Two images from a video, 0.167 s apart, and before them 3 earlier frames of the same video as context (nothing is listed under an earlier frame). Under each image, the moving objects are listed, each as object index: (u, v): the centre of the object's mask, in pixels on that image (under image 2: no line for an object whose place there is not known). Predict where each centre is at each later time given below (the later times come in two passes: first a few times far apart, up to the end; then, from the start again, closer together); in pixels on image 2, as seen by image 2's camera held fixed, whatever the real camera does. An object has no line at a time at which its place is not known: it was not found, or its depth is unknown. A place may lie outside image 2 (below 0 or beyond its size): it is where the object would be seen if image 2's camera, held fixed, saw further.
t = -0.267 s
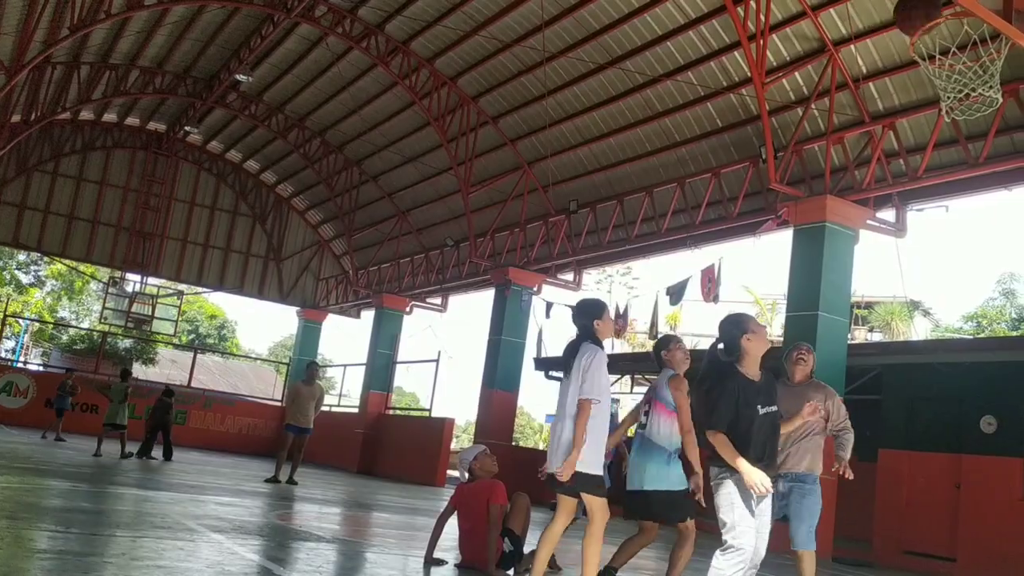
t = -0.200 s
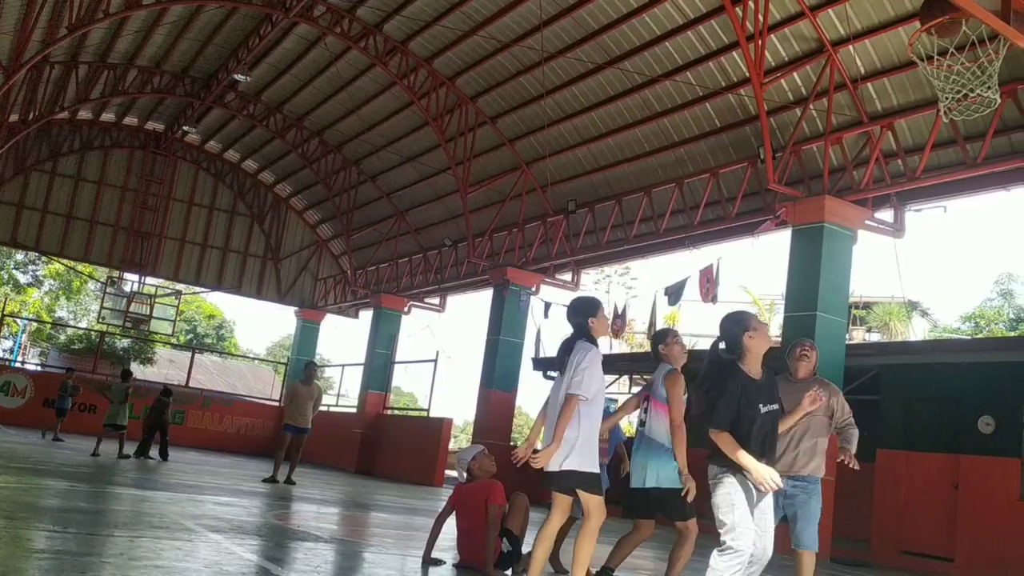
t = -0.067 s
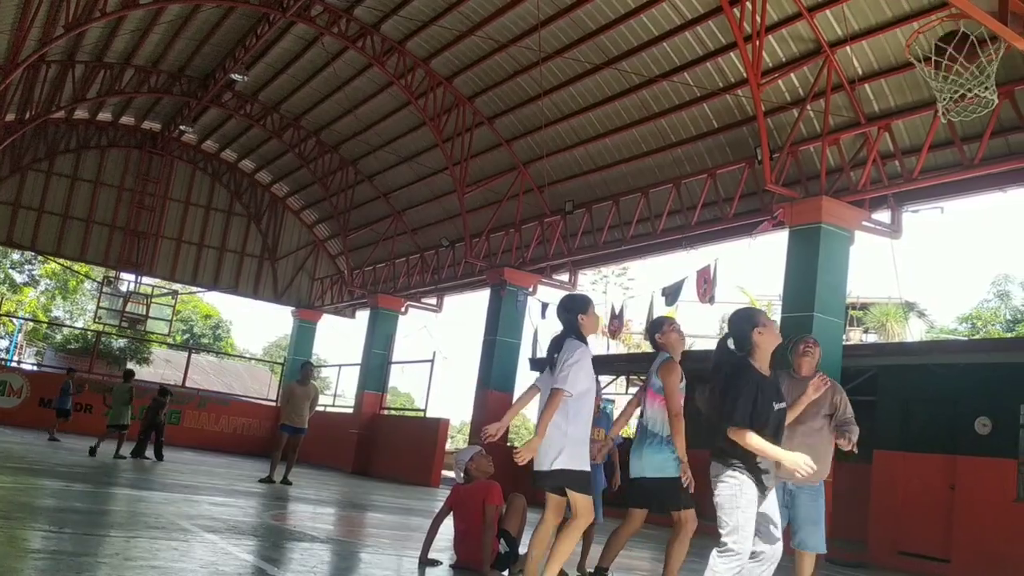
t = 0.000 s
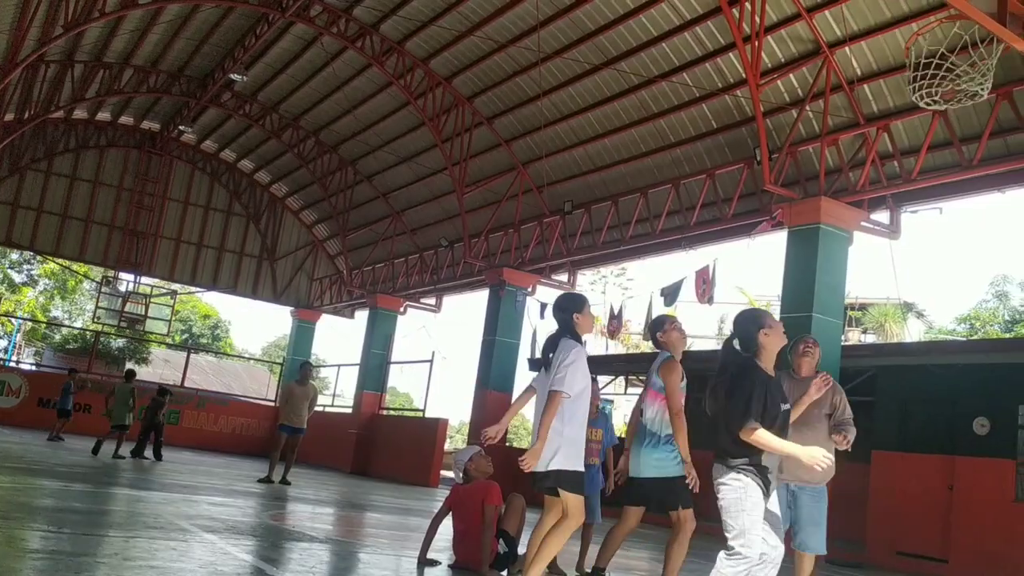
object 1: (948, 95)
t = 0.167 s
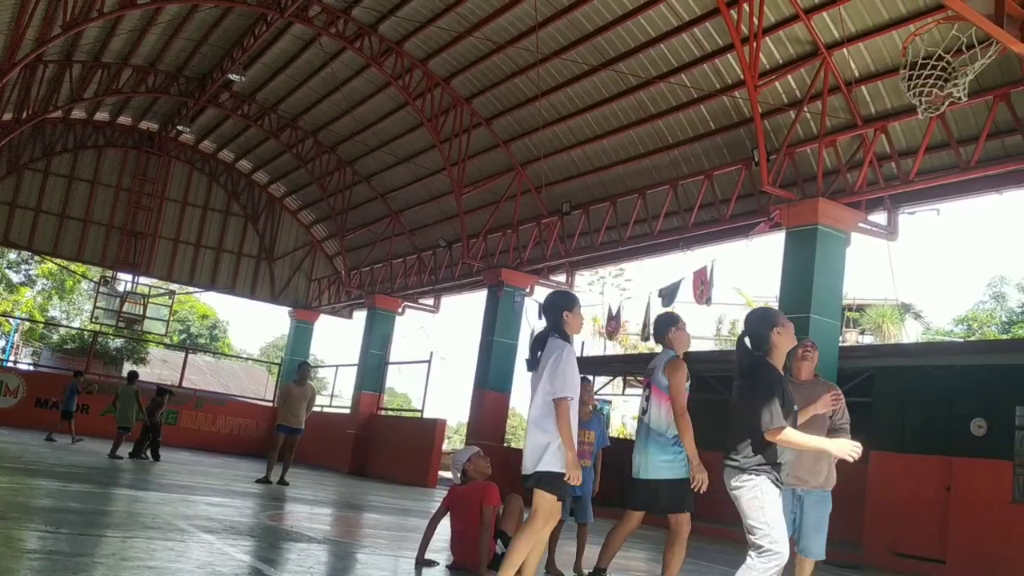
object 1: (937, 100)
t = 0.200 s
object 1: (939, 104)
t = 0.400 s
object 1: (966, 109)
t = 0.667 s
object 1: (999, 225)
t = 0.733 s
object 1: (1006, 282)
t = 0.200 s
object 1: (939, 104)
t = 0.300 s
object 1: (956, 105)
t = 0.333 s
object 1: (958, 106)
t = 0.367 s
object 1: (961, 108)
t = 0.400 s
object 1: (966, 109)
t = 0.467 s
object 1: (974, 118)
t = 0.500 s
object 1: (978, 128)
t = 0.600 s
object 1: (990, 178)
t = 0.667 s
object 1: (999, 225)
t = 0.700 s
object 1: (1003, 252)
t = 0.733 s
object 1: (1006, 282)
